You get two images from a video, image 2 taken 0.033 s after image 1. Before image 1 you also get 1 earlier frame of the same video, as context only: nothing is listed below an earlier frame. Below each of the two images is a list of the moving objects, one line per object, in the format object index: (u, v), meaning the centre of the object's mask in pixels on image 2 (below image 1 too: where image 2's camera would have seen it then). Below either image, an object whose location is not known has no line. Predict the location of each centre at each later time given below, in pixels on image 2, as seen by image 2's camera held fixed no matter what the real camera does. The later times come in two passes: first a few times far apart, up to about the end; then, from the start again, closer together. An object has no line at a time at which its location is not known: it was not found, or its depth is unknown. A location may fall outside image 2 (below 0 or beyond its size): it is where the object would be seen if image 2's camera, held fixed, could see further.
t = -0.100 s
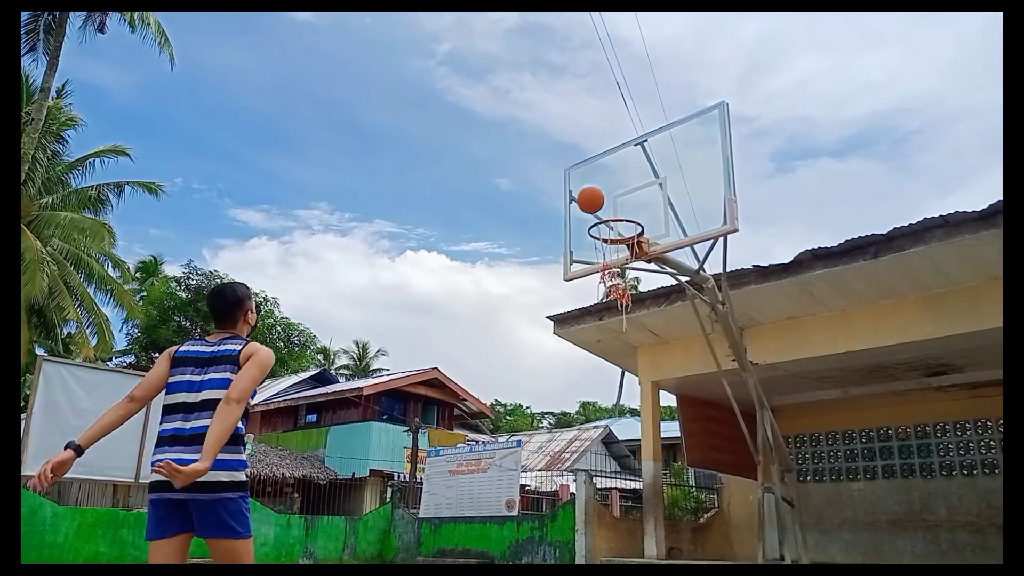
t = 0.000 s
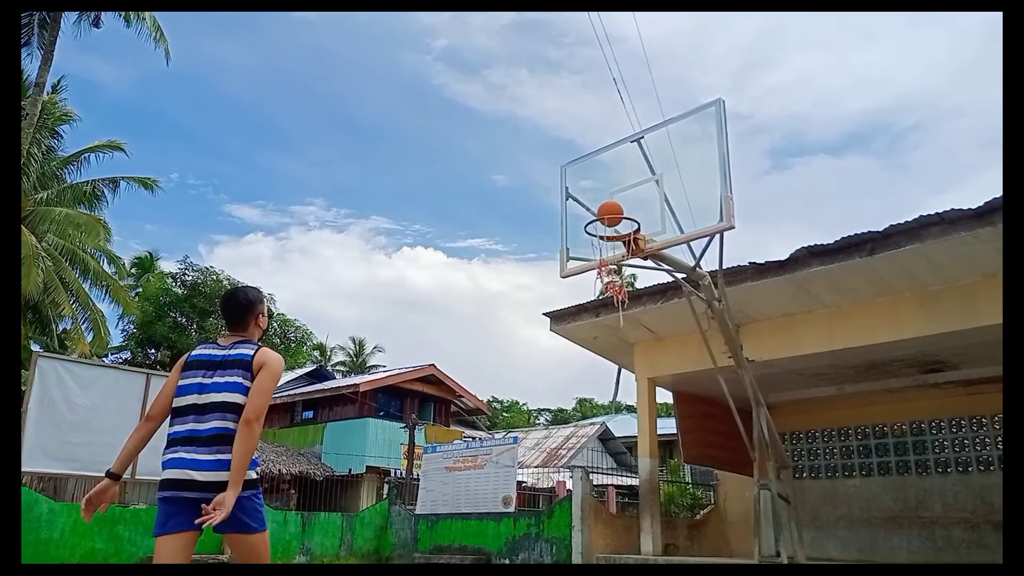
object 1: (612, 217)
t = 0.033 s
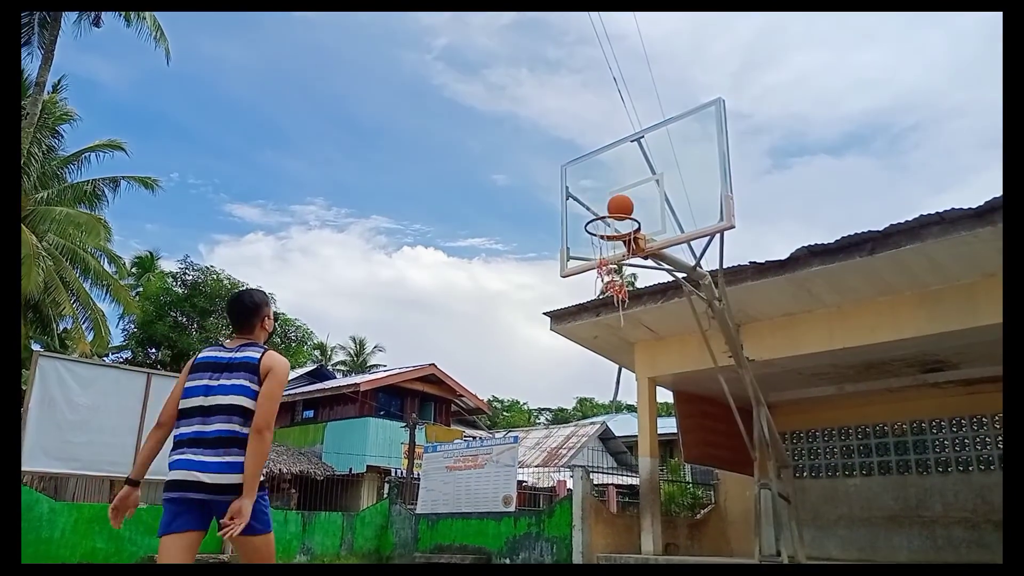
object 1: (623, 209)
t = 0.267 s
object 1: (654, 173)
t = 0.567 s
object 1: (683, 196)
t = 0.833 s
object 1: (711, 335)
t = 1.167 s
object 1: (758, 546)
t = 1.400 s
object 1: (747, 318)
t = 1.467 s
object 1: (745, 276)
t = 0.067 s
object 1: (630, 202)
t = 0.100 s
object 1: (640, 198)
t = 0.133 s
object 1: (645, 193)
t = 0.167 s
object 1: (647, 186)
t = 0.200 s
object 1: (654, 180)
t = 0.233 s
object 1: (653, 172)
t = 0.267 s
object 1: (654, 173)
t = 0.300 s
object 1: (655, 171)
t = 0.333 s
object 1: (658, 170)
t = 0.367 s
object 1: (660, 170)
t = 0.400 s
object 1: (662, 171)
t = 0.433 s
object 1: (665, 173)
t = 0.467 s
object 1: (668, 177)
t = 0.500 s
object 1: (671, 182)
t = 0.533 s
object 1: (679, 189)
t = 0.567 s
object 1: (683, 196)
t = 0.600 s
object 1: (686, 207)
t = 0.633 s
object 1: (690, 218)
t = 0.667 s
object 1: (694, 232)
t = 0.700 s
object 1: (692, 248)
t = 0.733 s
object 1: (697, 266)
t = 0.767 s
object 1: (702, 286)
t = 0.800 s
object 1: (706, 309)
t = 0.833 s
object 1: (711, 335)
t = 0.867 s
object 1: (717, 364)
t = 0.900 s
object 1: (723, 398)
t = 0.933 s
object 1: (729, 436)
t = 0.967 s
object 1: (737, 478)
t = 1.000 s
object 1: (745, 526)
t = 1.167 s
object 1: (758, 546)
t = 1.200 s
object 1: (757, 511)
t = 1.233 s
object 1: (756, 473)
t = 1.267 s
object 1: (754, 437)
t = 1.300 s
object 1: (753, 404)
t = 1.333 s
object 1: (751, 372)
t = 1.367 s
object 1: (749, 343)
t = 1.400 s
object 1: (747, 318)
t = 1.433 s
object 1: (746, 297)
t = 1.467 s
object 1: (745, 276)
